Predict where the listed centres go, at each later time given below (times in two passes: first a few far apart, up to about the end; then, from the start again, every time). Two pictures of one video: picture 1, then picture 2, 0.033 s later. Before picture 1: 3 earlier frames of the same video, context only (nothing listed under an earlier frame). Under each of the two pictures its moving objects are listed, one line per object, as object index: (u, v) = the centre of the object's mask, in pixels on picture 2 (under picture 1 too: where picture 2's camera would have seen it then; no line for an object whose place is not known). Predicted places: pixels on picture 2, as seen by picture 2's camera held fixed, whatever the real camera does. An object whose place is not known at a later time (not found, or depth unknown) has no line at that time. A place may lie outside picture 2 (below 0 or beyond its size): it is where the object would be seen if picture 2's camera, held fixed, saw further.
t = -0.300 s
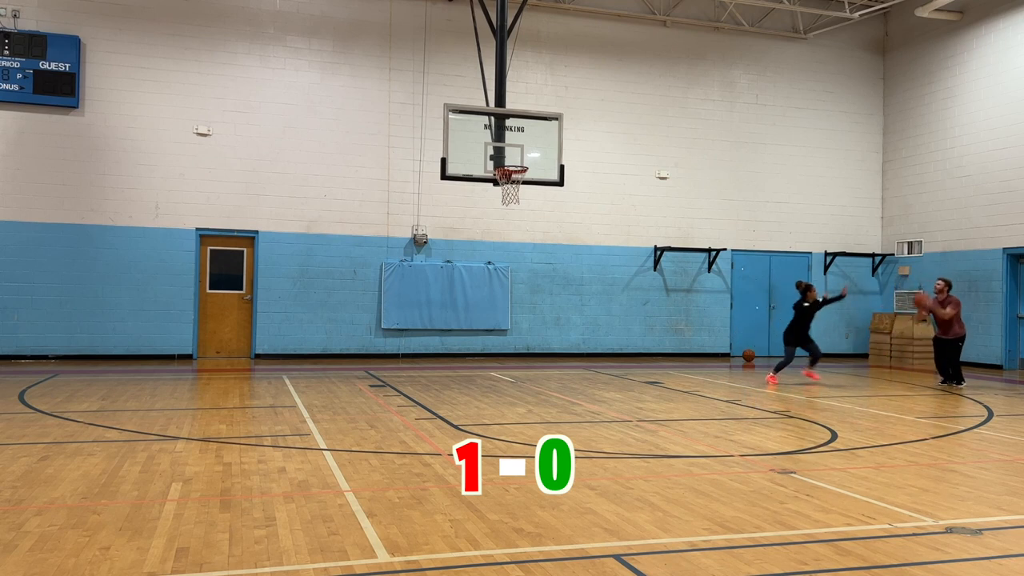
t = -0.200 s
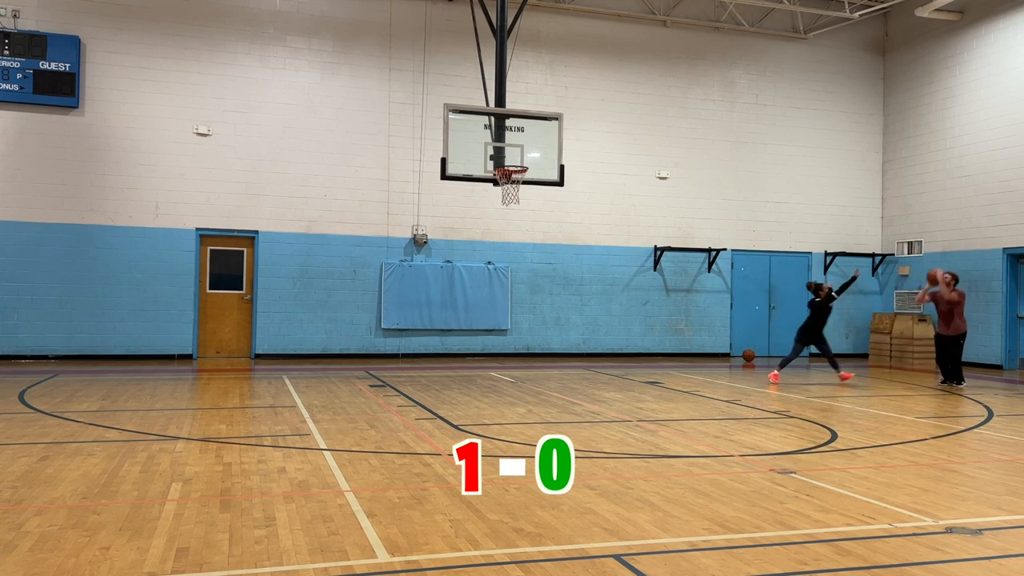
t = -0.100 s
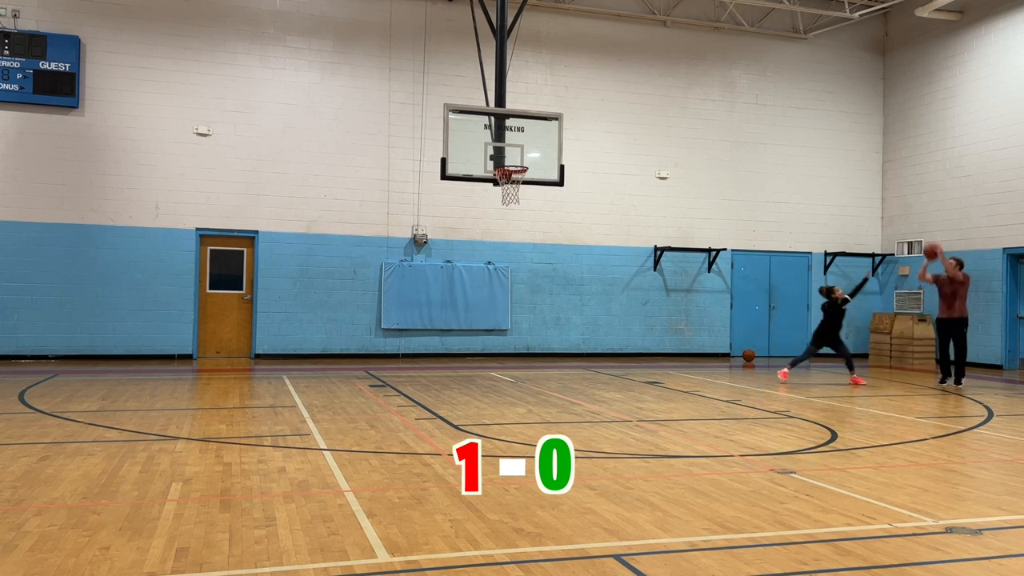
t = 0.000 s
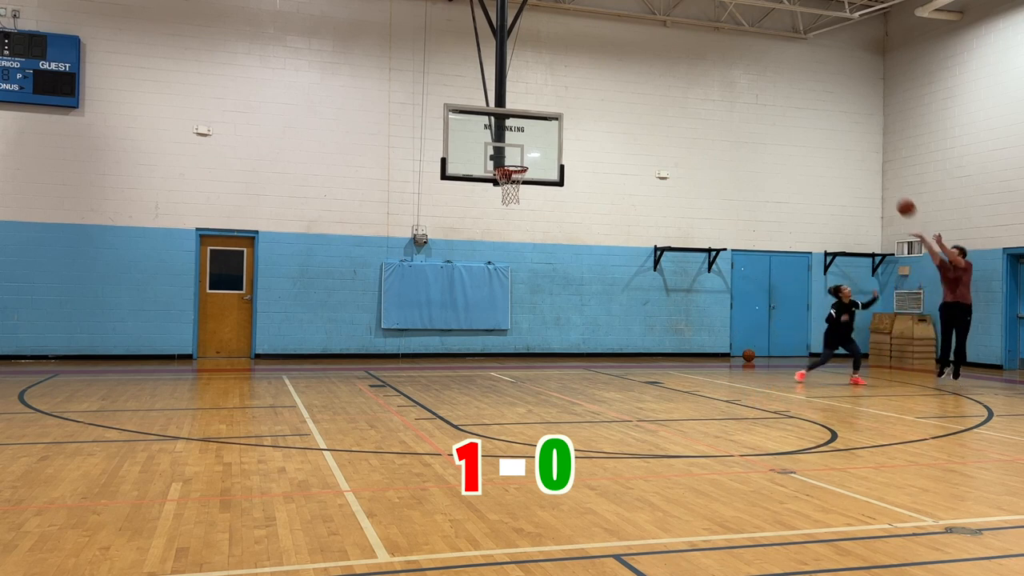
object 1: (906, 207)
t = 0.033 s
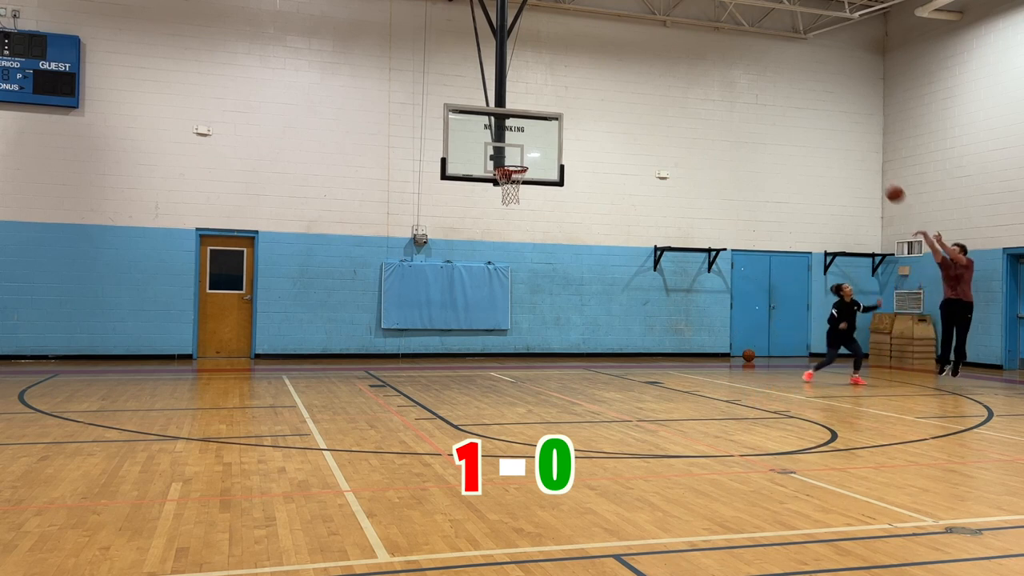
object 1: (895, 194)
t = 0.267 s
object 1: (816, 117)
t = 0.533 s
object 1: (726, 73)
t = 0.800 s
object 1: (637, 76)
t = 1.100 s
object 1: (536, 137)
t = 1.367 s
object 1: (513, 193)
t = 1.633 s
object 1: (530, 228)
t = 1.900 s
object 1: (545, 305)
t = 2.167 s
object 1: (558, 333)
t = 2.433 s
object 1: (573, 283)
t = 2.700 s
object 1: (587, 277)
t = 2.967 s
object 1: (600, 316)
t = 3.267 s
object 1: (615, 344)
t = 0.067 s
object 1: (884, 181)
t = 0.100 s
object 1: (872, 168)
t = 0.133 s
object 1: (860, 156)
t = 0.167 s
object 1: (849, 145)
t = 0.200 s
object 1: (838, 135)
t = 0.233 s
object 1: (827, 125)
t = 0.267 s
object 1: (816, 117)
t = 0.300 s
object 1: (804, 109)
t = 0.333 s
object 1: (793, 101)
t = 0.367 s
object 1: (782, 94)
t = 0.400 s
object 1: (771, 89)
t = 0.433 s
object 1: (759, 84)
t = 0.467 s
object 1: (749, 80)
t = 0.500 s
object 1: (737, 76)
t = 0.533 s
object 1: (726, 73)
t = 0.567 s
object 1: (715, 71)
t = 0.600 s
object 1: (704, 69)
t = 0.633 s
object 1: (693, 69)
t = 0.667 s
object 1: (682, 69)
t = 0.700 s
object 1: (670, 69)
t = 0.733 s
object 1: (659, 71)
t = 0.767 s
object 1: (648, 73)
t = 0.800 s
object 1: (637, 76)
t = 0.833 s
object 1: (626, 80)
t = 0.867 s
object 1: (614, 85)
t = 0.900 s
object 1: (603, 90)
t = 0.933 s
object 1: (592, 97)
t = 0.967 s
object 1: (580, 103)
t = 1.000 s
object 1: (570, 111)
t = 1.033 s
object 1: (558, 119)
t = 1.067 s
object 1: (547, 128)
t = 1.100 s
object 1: (536, 137)
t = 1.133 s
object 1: (525, 147)
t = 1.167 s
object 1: (514, 158)
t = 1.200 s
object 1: (505, 172)
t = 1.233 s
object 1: (504, 176)
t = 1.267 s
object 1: (506, 187)
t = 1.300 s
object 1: (508, 190)
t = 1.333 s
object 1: (511, 192)
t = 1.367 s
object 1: (513, 193)
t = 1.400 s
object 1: (515, 195)
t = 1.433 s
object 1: (518, 197)
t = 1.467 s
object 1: (520, 201)
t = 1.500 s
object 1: (522, 205)
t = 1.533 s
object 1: (524, 209)
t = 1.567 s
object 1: (526, 215)
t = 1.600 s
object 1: (528, 221)
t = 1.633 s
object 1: (530, 228)
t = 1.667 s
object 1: (532, 235)
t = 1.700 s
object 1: (534, 243)
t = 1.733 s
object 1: (535, 252)
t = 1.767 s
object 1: (537, 261)
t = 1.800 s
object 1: (539, 272)
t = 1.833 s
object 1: (541, 282)
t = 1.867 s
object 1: (543, 293)
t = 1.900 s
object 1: (545, 305)
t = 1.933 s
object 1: (546, 318)
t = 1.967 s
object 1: (548, 331)
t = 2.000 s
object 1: (549, 344)
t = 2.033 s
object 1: (551, 359)
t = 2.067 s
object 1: (553, 363)
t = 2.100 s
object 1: (555, 353)
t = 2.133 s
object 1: (557, 343)
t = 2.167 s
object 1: (558, 333)
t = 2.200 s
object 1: (560, 325)
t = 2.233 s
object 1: (562, 317)
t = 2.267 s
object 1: (564, 309)
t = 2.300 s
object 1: (566, 303)
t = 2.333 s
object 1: (568, 297)
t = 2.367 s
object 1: (569, 291)
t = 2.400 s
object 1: (571, 287)
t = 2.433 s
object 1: (573, 283)
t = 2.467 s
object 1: (575, 280)
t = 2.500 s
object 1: (577, 277)
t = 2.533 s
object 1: (578, 276)
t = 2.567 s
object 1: (580, 274)
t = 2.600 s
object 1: (582, 274)
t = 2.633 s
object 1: (584, 274)
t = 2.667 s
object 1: (585, 275)
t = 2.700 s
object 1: (587, 277)
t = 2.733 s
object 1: (589, 280)
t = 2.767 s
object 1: (591, 283)
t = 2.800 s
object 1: (592, 286)
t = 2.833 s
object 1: (594, 291)
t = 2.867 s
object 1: (596, 296)
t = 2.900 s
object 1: (597, 302)
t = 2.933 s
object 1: (599, 309)
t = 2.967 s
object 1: (600, 316)
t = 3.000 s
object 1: (602, 324)
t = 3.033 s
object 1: (603, 333)
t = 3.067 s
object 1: (605, 343)
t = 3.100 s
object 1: (607, 353)
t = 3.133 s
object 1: (608, 364)
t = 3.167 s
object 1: (610, 366)
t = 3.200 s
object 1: (611, 359)
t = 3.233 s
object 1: (613, 350)
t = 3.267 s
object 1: (615, 344)
